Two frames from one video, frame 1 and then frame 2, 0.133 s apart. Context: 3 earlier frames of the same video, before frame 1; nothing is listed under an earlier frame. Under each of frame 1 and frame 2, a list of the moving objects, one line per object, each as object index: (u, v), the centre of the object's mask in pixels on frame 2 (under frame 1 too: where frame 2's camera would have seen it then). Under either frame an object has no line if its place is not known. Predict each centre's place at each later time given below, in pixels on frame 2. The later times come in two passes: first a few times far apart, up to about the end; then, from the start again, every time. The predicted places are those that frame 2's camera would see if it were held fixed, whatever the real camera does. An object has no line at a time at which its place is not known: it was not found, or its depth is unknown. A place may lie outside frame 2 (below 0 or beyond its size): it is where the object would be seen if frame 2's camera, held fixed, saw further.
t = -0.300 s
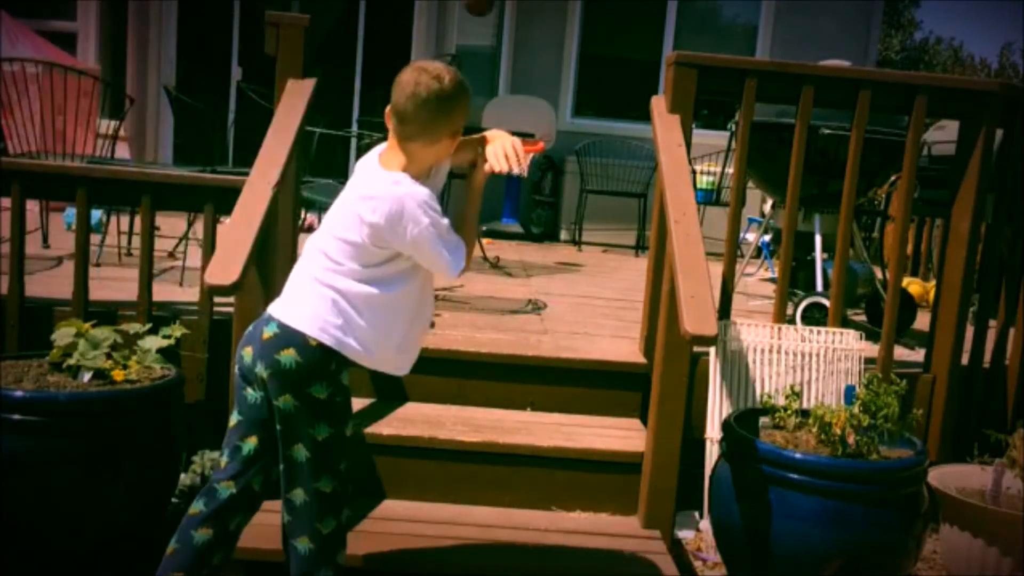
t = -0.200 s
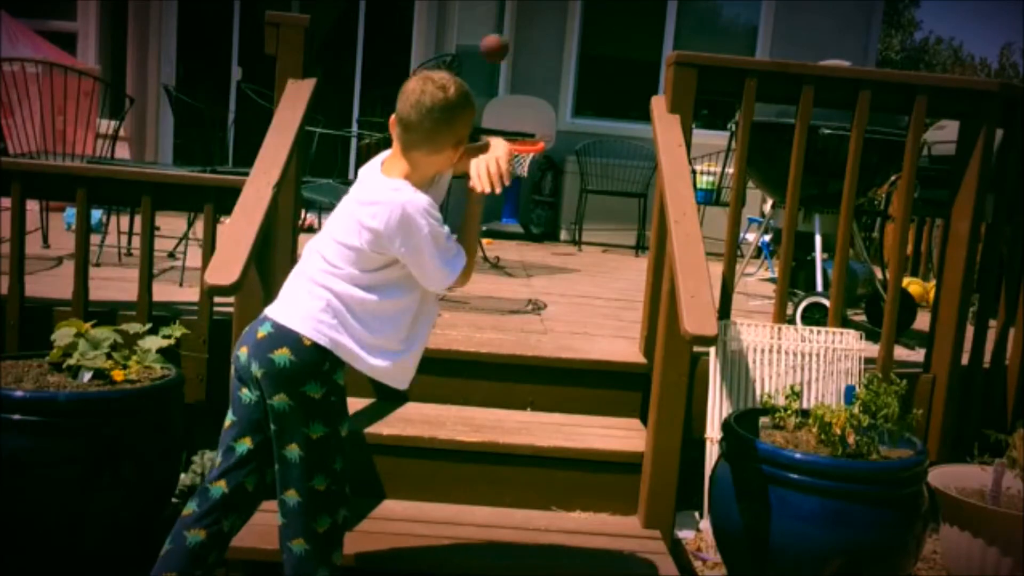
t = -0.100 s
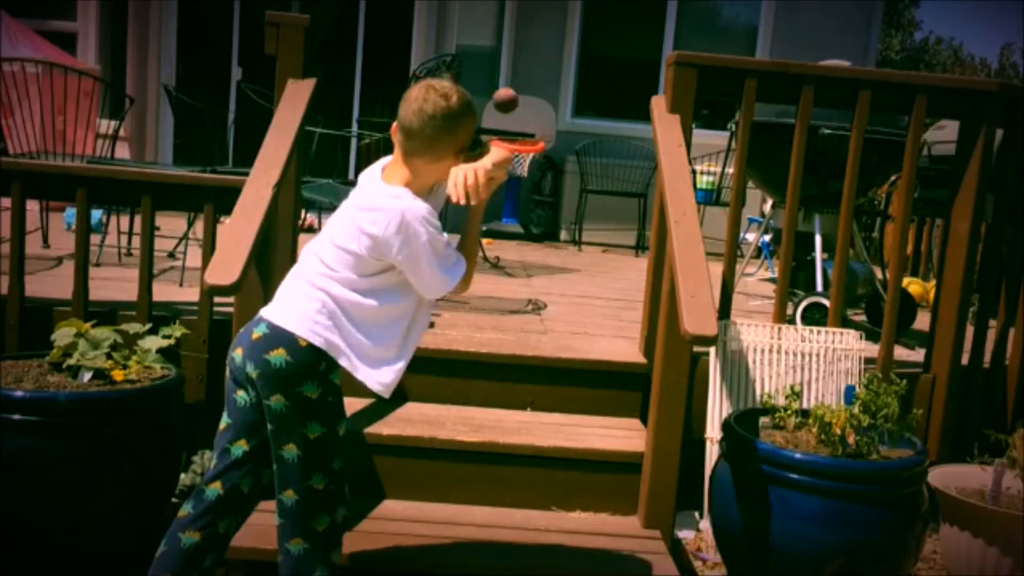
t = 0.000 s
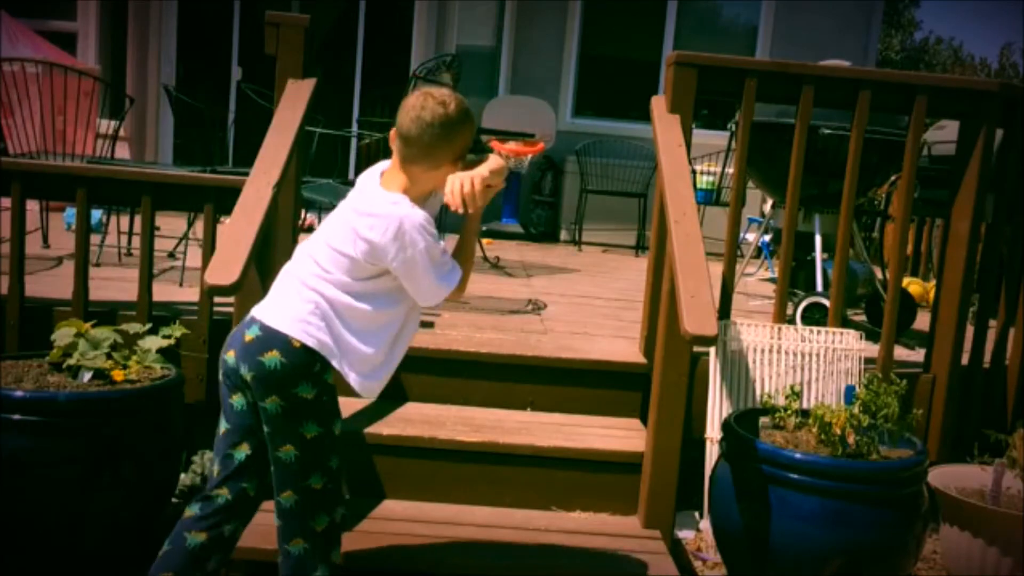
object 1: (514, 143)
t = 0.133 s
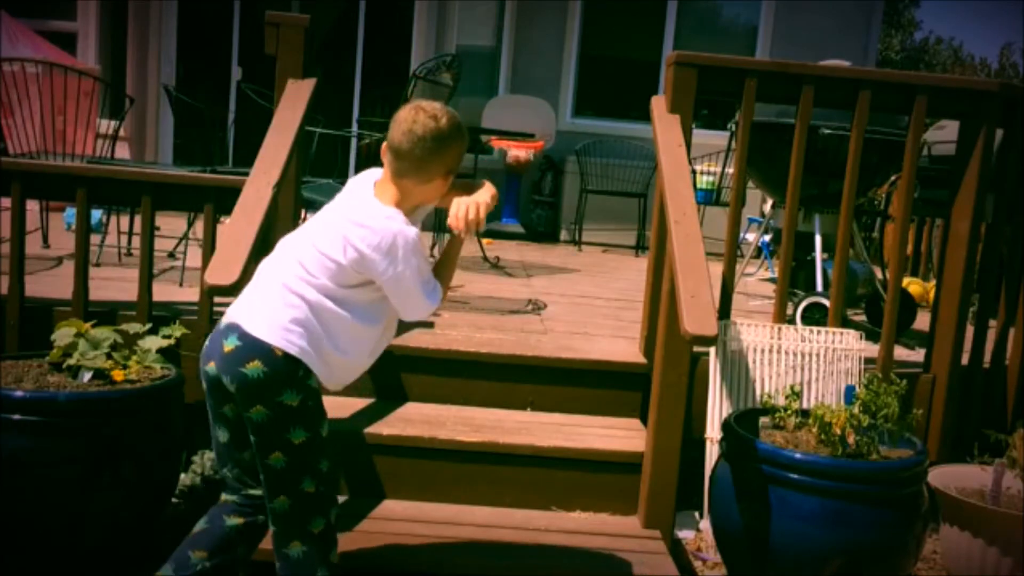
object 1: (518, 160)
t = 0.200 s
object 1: (518, 164)
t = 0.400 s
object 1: (511, 213)
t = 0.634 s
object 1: (512, 200)
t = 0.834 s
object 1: (508, 234)
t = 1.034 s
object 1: (506, 207)
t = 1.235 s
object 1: (500, 235)
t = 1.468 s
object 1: (494, 214)
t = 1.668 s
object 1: (486, 231)
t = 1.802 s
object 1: (481, 219)
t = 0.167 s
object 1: (518, 163)
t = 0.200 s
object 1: (518, 164)
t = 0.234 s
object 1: (516, 169)
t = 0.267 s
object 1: (515, 176)
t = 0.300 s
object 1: (513, 183)
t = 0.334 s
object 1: (513, 192)
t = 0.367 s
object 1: (513, 202)
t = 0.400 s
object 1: (511, 213)
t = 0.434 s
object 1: (511, 214)
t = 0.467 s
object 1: (511, 209)
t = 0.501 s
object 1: (512, 205)
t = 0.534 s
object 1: (512, 200)
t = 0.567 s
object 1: (512, 200)
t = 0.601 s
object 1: (512, 199)
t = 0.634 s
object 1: (512, 200)
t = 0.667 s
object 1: (511, 203)
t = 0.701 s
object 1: (510, 206)
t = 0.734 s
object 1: (510, 212)
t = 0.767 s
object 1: (509, 219)
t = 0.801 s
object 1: (508, 228)
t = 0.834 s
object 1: (508, 234)
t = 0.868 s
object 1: (508, 226)
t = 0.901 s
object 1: (508, 220)
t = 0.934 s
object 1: (508, 214)
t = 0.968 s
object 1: (507, 210)
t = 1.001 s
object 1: (506, 208)
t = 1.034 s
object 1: (506, 207)
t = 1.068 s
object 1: (506, 208)
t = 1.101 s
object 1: (505, 210)
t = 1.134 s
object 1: (503, 213)
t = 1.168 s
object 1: (503, 218)
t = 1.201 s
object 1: (501, 222)
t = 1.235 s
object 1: (500, 235)
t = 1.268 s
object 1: (499, 234)
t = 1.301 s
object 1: (499, 227)
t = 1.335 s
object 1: (498, 221)
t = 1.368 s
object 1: (497, 217)
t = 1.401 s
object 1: (496, 214)
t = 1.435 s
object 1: (495, 214)
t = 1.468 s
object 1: (494, 214)
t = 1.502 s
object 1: (493, 216)
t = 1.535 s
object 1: (490, 220)
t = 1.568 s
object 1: (489, 223)
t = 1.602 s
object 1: (489, 233)
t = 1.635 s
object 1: (487, 237)
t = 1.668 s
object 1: (486, 231)
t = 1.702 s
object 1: (485, 225)
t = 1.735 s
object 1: (484, 222)
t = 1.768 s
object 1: (482, 220)
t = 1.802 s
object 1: (481, 219)
